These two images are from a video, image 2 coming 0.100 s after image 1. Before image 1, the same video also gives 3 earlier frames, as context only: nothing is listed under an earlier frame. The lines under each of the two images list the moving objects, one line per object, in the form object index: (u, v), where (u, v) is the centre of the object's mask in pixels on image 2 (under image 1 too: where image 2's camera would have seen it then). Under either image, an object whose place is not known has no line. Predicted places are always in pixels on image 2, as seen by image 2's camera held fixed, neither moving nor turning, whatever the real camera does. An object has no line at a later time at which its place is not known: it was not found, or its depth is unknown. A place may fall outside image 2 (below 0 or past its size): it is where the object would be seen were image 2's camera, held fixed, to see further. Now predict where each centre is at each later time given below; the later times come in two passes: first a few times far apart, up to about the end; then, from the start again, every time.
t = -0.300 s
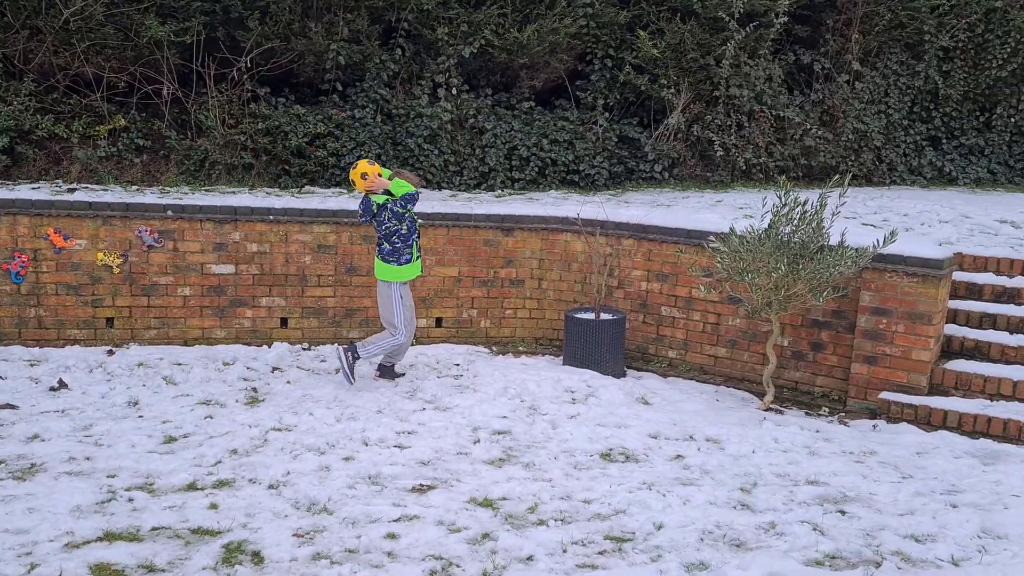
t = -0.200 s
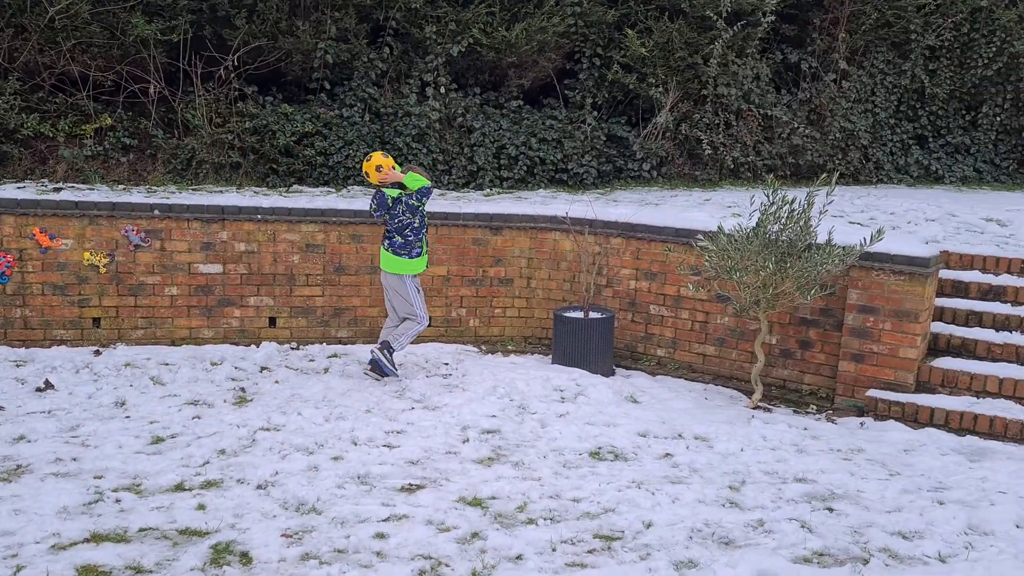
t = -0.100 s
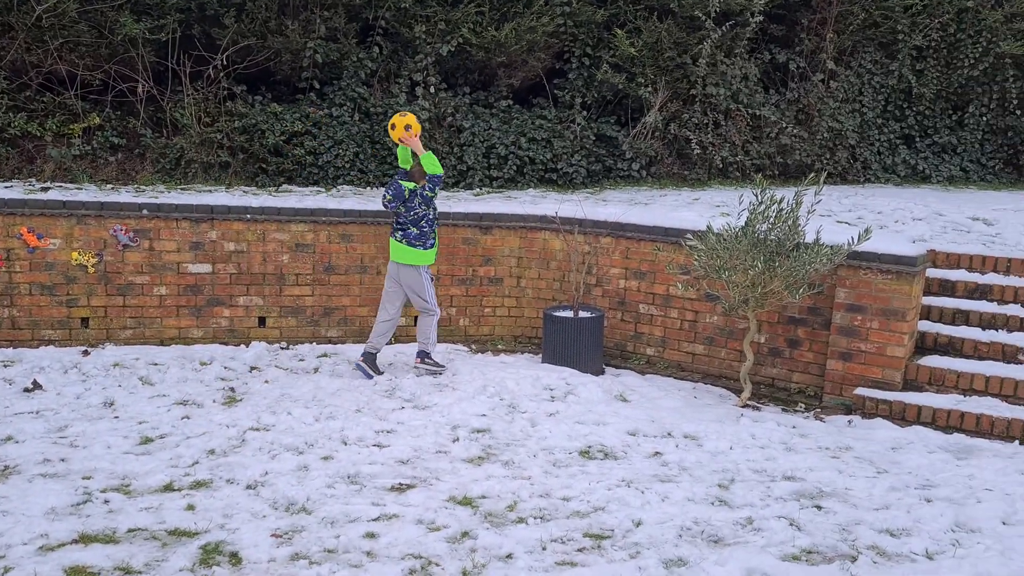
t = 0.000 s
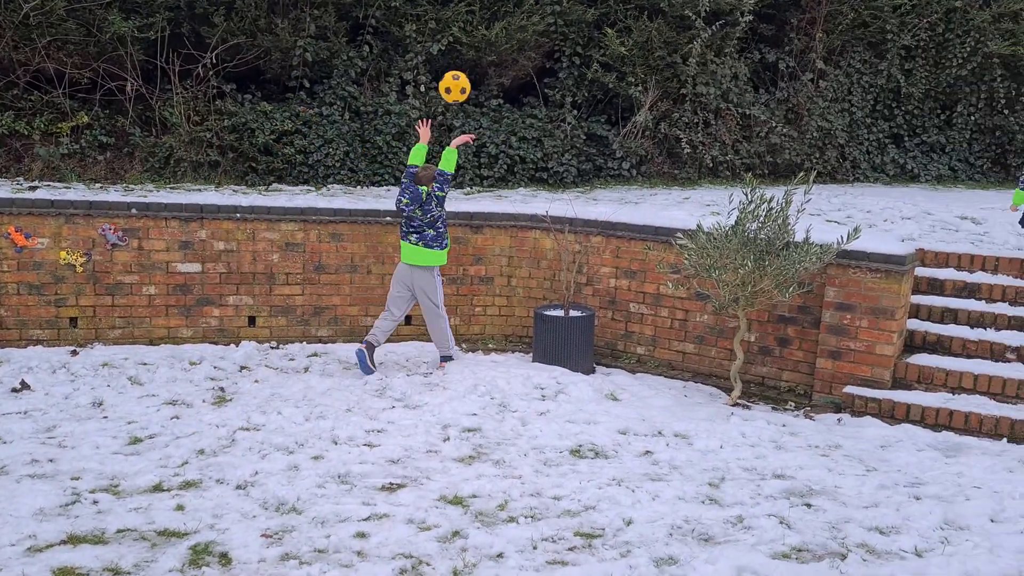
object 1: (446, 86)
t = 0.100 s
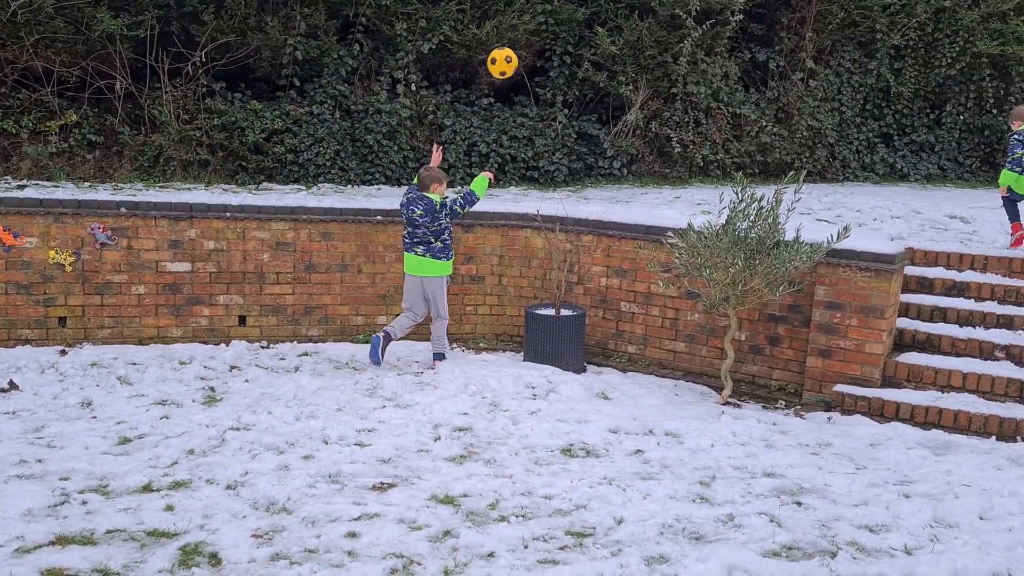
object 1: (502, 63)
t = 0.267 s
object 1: (583, 61)
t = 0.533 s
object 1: (683, 136)
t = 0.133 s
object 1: (520, 59)
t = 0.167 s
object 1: (537, 57)
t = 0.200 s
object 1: (553, 56)
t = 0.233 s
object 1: (568, 58)
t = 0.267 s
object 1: (583, 61)
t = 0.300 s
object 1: (598, 65)
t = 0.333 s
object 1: (611, 71)
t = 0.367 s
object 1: (625, 79)
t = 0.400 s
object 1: (637, 88)
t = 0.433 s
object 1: (649, 98)
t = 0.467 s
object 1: (661, 109)
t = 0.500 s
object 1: (672, 122)
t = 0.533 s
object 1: (683, 136)
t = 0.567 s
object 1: (693, 151)
